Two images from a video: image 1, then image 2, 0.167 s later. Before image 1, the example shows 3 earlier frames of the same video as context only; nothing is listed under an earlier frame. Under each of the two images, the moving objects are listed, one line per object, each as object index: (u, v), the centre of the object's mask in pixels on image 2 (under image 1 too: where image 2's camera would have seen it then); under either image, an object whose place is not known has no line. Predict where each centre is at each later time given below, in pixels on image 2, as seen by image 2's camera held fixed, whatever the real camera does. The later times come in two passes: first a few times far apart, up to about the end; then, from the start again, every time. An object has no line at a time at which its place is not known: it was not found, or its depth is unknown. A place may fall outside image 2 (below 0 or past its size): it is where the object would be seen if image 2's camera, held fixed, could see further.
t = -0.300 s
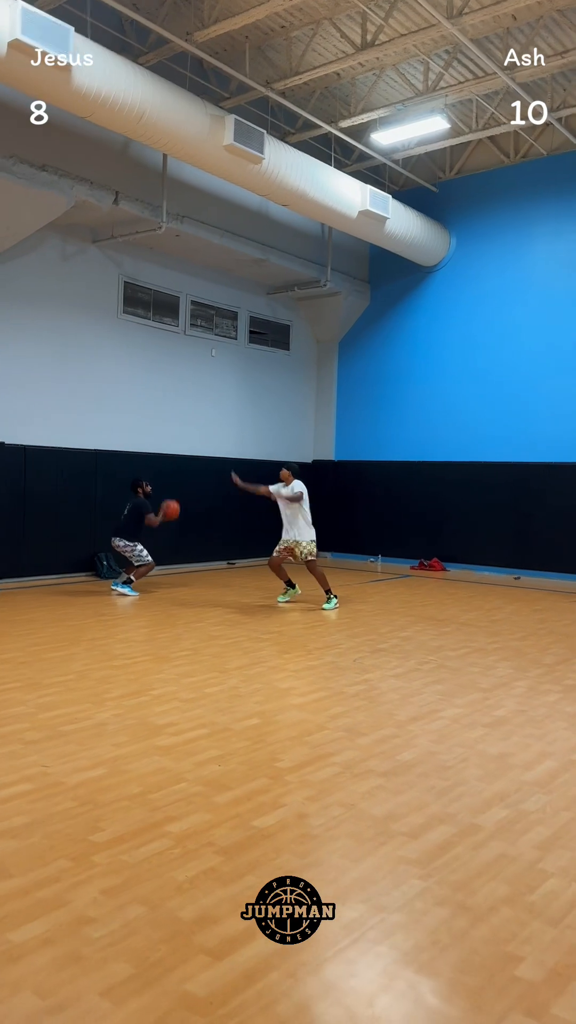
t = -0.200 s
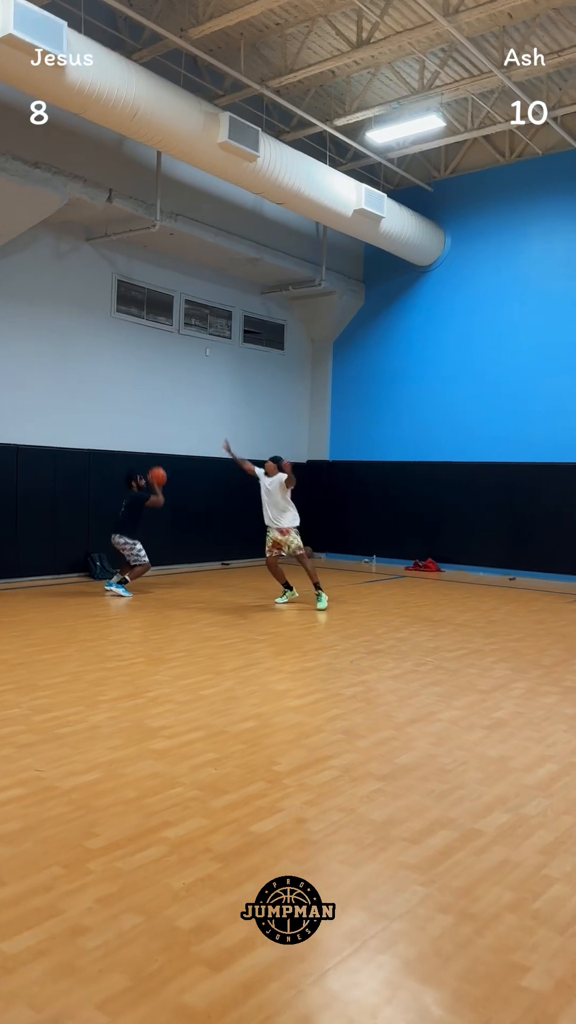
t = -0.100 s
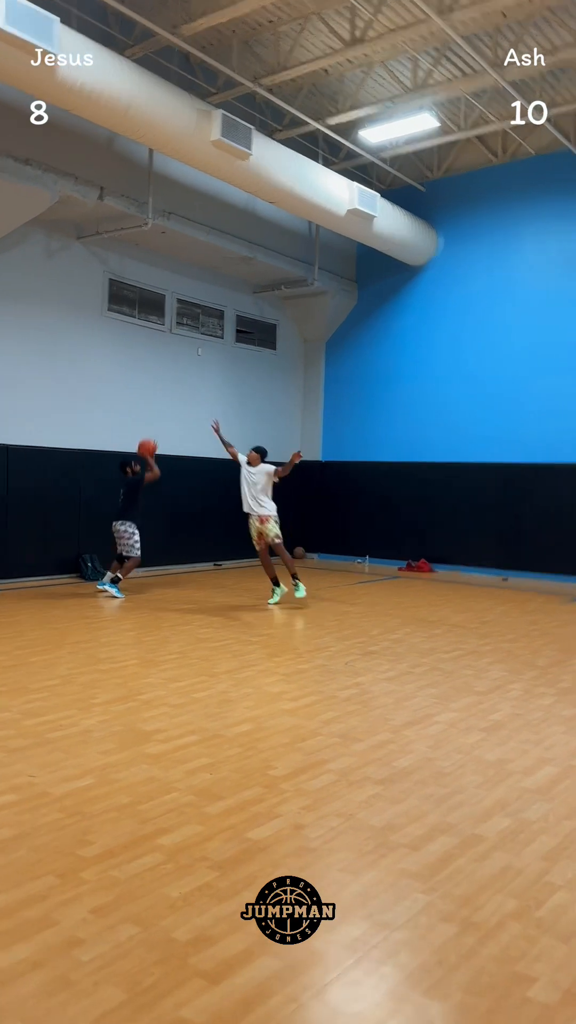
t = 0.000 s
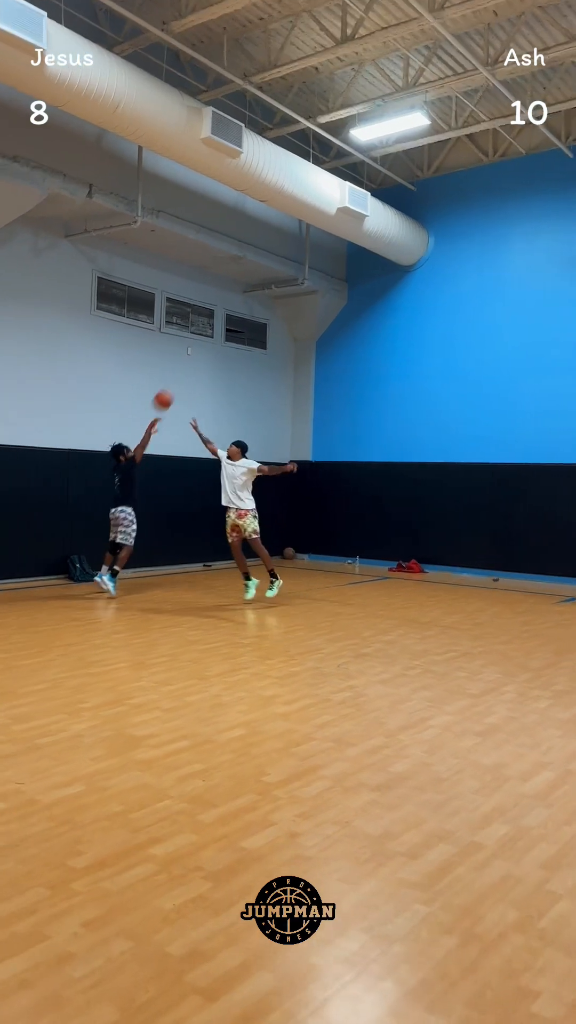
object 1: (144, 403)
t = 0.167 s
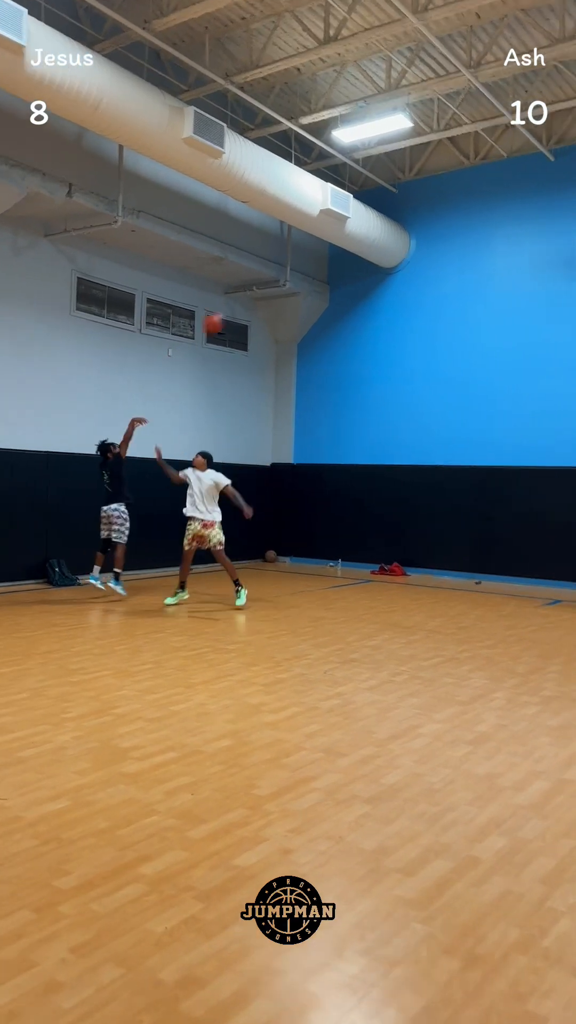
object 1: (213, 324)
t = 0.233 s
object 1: (242, 296)
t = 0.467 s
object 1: (339, 230)
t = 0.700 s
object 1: (435, 206)
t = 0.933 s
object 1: (532, 226)
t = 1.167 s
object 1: (627, 291)
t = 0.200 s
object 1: (228, 309)
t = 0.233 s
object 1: (242, 296)
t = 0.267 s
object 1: (256, 285)
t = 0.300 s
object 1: (270, 273)
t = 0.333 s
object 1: (283, 264)
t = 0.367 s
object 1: (297, 254)
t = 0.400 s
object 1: (311, 245)
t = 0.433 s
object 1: (325, 237)
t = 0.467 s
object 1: (339, 230)
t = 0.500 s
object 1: (352, 224)
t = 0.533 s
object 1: (368, 219)
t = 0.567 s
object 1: (382, 214)
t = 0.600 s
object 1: (395, 211)
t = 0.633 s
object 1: (408, 208)
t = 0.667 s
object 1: (422, 207)
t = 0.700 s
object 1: (435, 206)
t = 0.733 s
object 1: (449, 207)
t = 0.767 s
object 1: (463, 207)
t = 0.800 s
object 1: (477, 209)
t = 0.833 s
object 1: (491, 212)
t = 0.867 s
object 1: (504, 216)
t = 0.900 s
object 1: (519, 220)
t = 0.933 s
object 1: (532, 226)
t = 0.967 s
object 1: (547, 232)
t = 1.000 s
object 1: (560, 240)
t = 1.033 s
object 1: (574, 248)
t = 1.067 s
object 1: (588, 257)
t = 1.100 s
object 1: (603, 267)
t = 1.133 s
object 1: (614, 279)
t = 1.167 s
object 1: (627, 291)
